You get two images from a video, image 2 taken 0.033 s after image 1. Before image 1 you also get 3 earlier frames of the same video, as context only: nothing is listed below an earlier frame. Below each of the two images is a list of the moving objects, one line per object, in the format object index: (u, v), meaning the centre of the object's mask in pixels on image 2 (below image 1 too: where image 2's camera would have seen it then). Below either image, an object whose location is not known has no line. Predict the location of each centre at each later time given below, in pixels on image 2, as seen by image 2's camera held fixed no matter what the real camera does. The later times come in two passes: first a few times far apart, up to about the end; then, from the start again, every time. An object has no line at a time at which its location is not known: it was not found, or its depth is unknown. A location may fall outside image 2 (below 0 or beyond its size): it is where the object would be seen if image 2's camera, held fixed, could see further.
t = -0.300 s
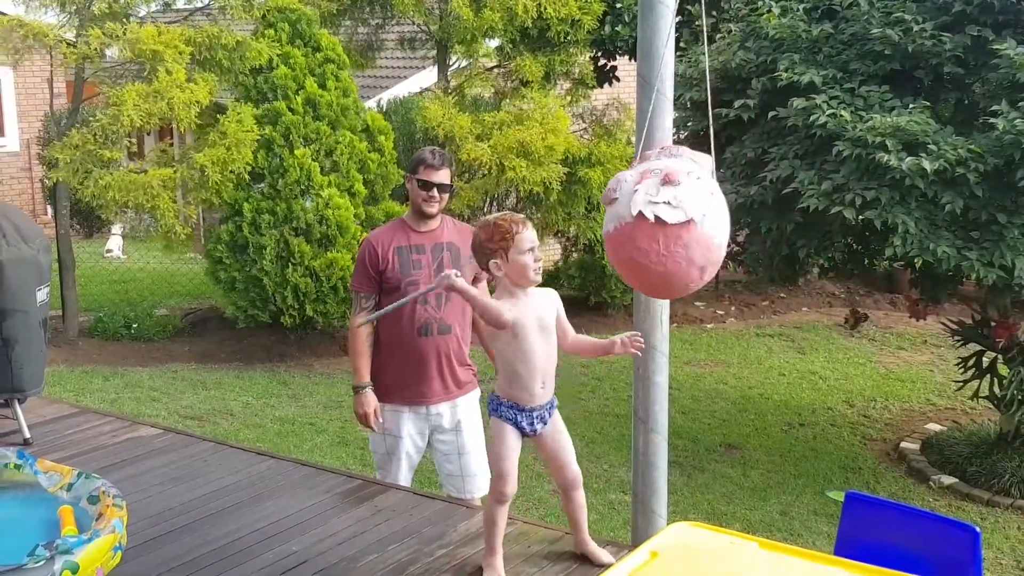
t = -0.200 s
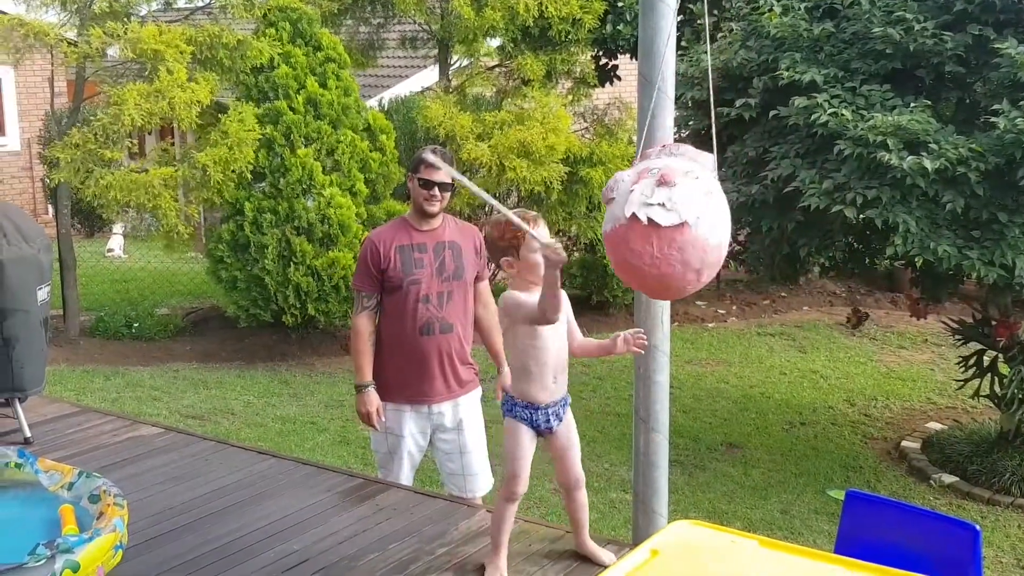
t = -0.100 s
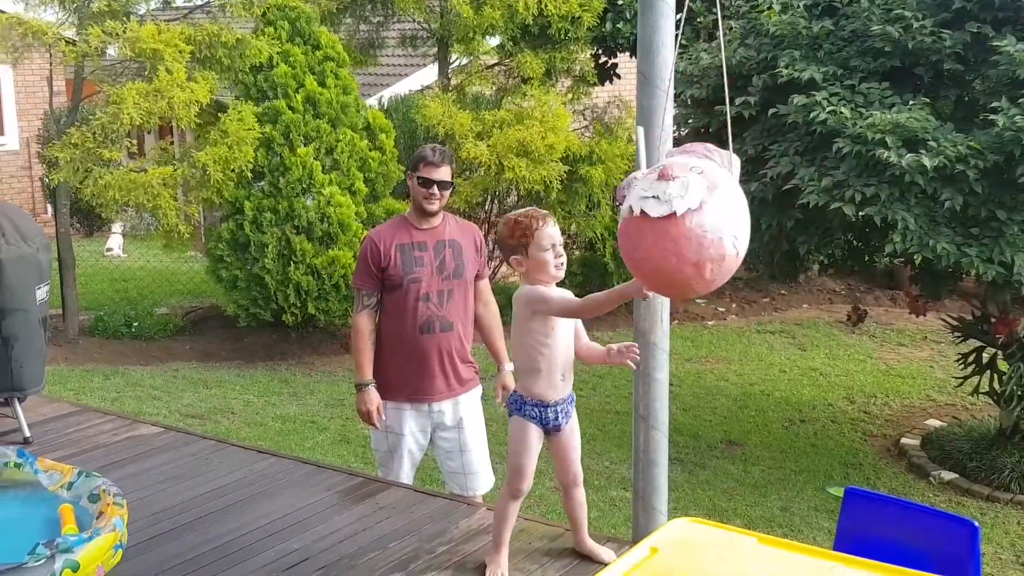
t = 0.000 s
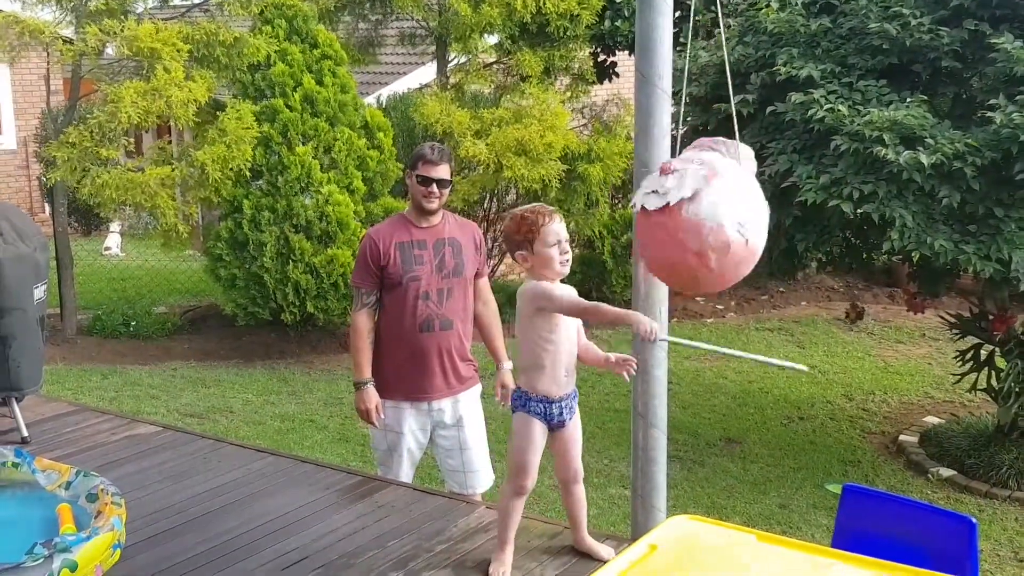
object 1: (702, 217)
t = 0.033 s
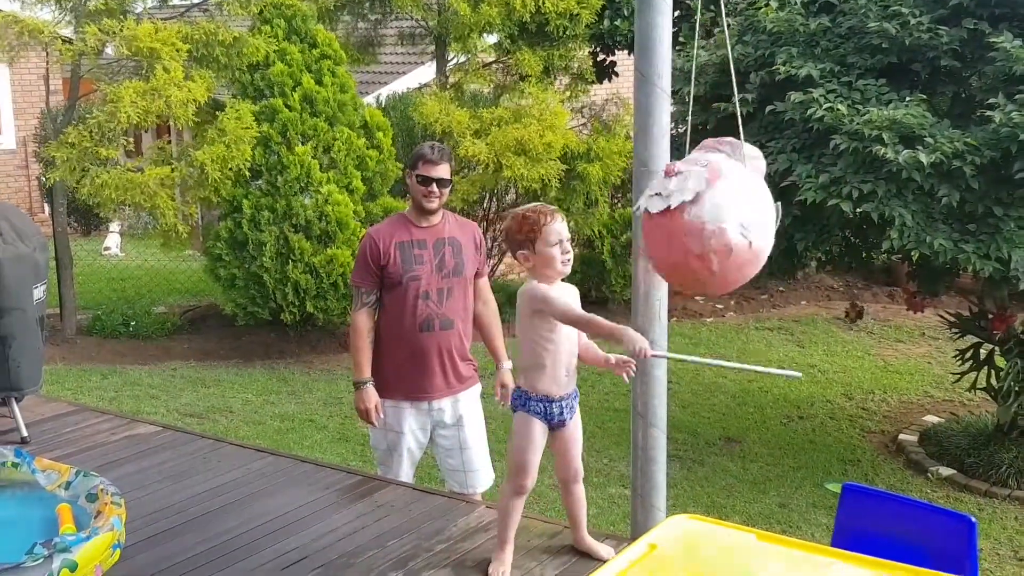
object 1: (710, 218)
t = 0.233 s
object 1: (745, 216)
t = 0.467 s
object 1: (767, 212)
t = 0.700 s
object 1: (755, 206)
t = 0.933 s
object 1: (717, 202)
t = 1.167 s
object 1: (681, 201)
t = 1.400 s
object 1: (660, 207)
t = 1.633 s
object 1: (653, 215)
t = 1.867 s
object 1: (669, 219)
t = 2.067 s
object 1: (699, 221)
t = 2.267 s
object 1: (723, 220)
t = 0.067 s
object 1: (717, 220)
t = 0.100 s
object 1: (722, 221)
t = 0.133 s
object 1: (728, 220)
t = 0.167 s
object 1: (733, 218)
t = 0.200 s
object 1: (739, 217)
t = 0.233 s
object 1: (745, 216)
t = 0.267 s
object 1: (750, 216)
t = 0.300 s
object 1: (757, 216)
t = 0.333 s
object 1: (762, 216)
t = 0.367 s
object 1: (765, 214)
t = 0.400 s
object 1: (767, 213)
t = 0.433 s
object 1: (767, 212)
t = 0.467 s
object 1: (767, 212)
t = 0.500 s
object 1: (766, 213)
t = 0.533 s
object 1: (765, 212)
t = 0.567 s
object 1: (764, 210)
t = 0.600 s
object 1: (762, 209)
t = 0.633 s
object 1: (760, 208)
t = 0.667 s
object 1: (757, 207)
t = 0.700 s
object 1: (755, 206)
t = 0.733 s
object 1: (752, 206)
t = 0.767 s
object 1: (747, 205)
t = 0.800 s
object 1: (742, 204)
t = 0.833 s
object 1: (736, 203)
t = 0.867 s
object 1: (730, 202)
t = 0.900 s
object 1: (723, 202)
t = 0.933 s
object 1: (717, 202)
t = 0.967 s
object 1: (711, 201)
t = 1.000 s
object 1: (705, 200)
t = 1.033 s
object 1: (699, 200)
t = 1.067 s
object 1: (694, 200)
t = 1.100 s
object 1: (689, 201)
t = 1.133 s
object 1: (685, 201)
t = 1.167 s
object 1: (681, 201)
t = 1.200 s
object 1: (676, 201)
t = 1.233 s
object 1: (673, 202)
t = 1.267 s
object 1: (670, 203)
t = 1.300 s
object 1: (667, 204)
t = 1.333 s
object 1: (664, 205)
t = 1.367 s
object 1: (662, 207)
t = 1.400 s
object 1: (660, 207)
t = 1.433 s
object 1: (658, 209)
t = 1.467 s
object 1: (656, 210)
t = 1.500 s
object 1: (654, 211)
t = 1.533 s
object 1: (653, 212)
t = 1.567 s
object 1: (652, 213)
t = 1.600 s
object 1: (652, 214)
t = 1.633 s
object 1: (653, 215)
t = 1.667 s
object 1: (655, 216)
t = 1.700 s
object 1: (657, 217)
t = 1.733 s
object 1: (659, 218)
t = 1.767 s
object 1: (662, 218)
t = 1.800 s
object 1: (664, 218)
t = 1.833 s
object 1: (667, 218)
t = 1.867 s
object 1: (669, 219)
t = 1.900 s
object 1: (673, 220)
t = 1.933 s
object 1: (677, 219)
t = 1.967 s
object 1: (683, 219)
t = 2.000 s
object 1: (688, 220)
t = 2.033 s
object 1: (694, 221)
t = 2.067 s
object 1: (699, 221)
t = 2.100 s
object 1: (703, 221)
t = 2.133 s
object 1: (708, 221)
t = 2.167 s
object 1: (712, 220)
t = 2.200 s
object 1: (715, 220)
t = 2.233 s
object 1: (719, 220)
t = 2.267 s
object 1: (723, 220)
